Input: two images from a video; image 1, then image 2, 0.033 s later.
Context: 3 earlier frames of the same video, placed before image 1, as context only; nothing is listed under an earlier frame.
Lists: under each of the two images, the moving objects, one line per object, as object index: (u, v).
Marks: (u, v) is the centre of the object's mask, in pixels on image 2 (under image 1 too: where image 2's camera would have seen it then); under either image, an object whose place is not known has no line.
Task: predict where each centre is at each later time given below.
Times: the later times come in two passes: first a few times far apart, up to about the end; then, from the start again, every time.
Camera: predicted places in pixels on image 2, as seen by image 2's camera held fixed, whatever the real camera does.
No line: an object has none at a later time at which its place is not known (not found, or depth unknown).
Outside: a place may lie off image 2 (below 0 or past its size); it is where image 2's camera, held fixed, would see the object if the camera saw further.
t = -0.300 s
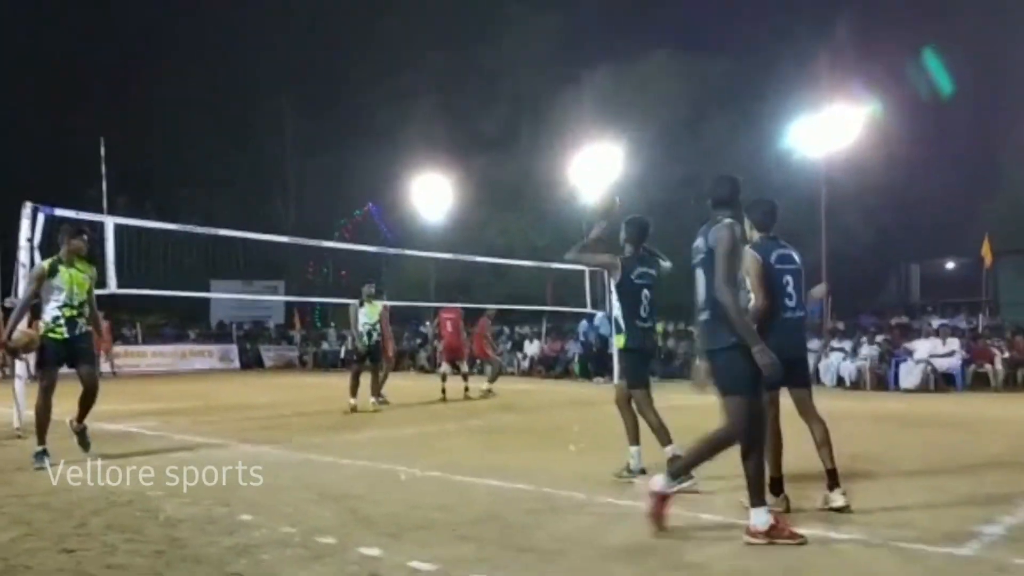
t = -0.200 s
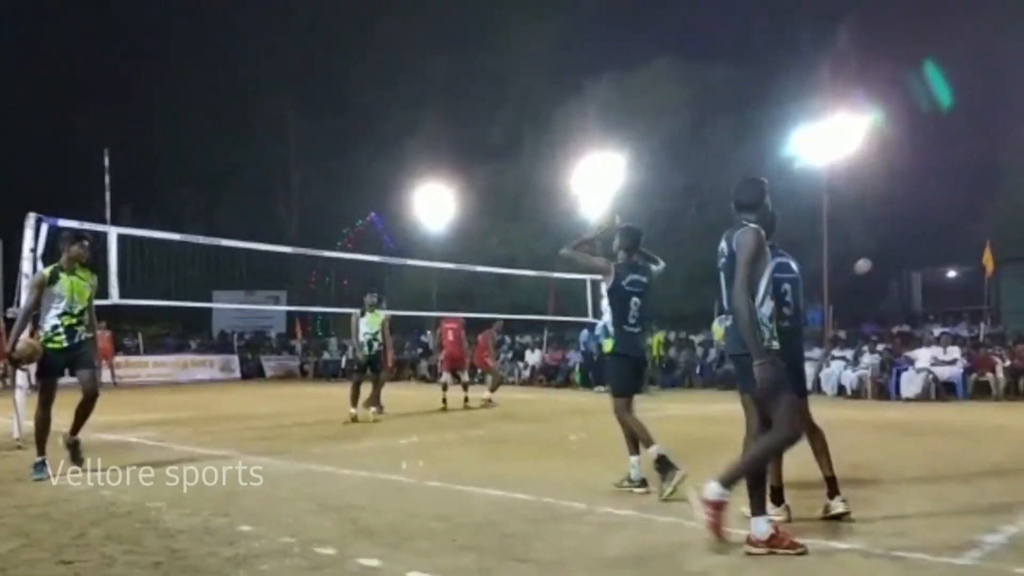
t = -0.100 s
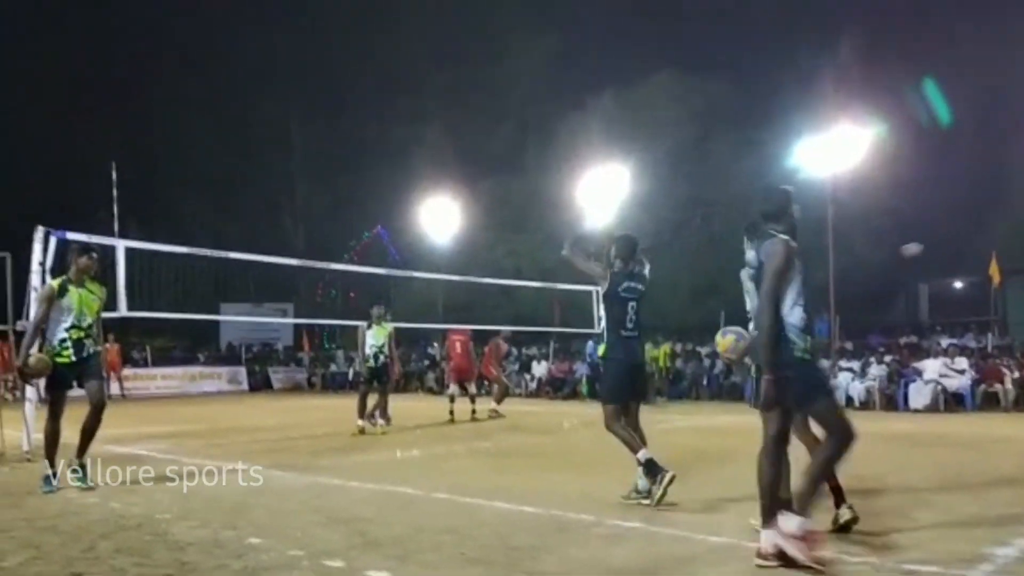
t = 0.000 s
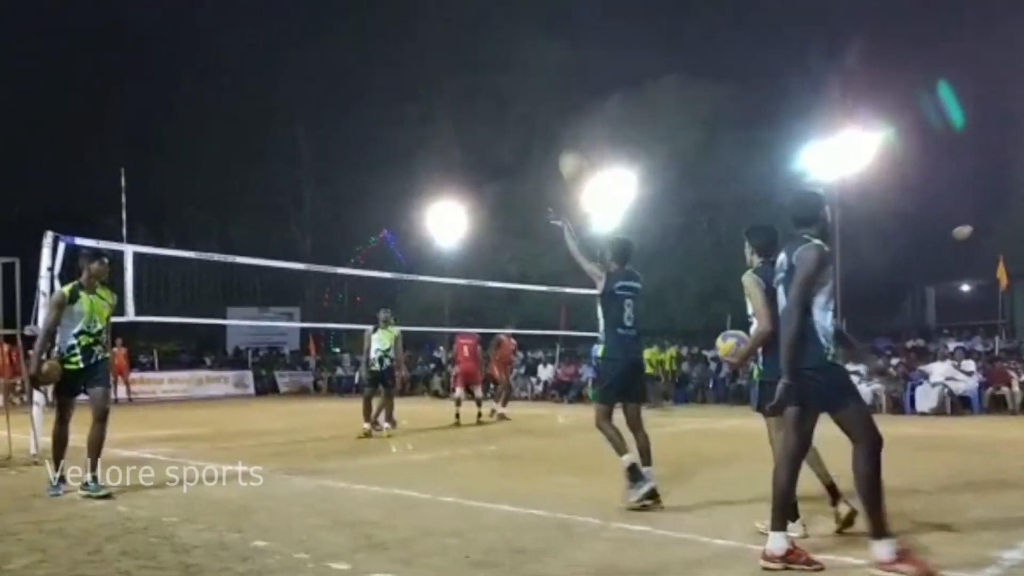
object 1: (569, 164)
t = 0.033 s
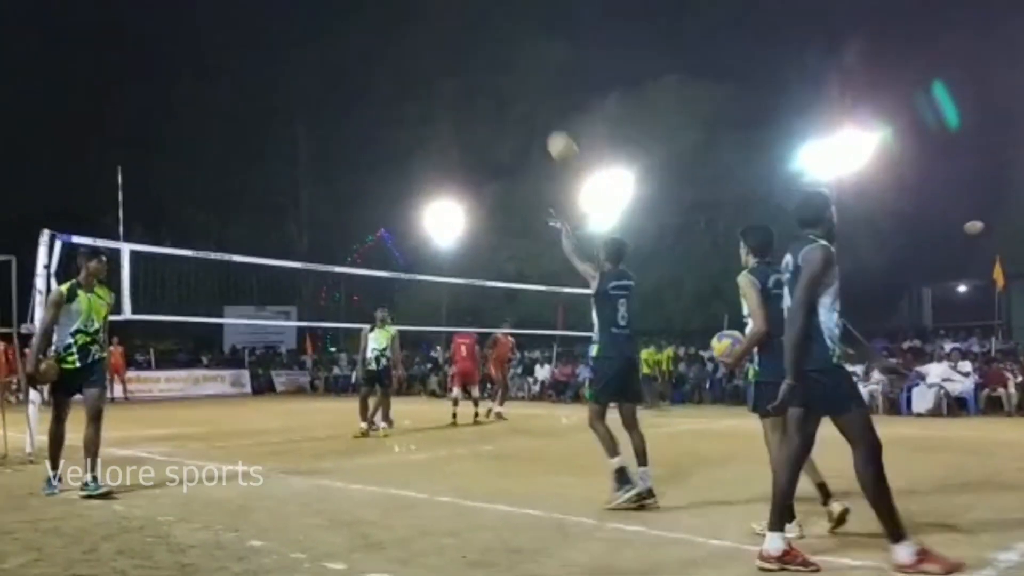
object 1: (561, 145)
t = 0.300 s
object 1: (498, 61)
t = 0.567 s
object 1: (451, 58)
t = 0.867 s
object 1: (409, 122)
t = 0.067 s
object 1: (552, 129)
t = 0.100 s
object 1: (545, 115)
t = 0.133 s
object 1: (538, 102)
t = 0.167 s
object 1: (530, 91)
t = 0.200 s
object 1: (521, 80)
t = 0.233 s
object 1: (513, 72)
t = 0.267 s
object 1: (505, 67)
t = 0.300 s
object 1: (498, 61)
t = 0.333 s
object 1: (493, 57)
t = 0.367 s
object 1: (487, 53)
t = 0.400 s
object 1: (479, 51)
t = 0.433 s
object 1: (472, 53)
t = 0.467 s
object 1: (467, 54)
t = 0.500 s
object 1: (461, 54)
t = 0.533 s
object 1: (455, 55)
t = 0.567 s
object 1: (451, 58)
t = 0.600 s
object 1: (446, 62)
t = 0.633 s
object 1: (439, 67)
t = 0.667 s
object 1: (434, 72)
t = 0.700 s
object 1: (430, 78)
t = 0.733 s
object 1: (426, 85)
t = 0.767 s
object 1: (421, 94)
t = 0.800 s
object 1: (416, 102)
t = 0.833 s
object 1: (413, 112)
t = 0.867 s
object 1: (409, 122)
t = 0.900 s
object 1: (404, 130)
